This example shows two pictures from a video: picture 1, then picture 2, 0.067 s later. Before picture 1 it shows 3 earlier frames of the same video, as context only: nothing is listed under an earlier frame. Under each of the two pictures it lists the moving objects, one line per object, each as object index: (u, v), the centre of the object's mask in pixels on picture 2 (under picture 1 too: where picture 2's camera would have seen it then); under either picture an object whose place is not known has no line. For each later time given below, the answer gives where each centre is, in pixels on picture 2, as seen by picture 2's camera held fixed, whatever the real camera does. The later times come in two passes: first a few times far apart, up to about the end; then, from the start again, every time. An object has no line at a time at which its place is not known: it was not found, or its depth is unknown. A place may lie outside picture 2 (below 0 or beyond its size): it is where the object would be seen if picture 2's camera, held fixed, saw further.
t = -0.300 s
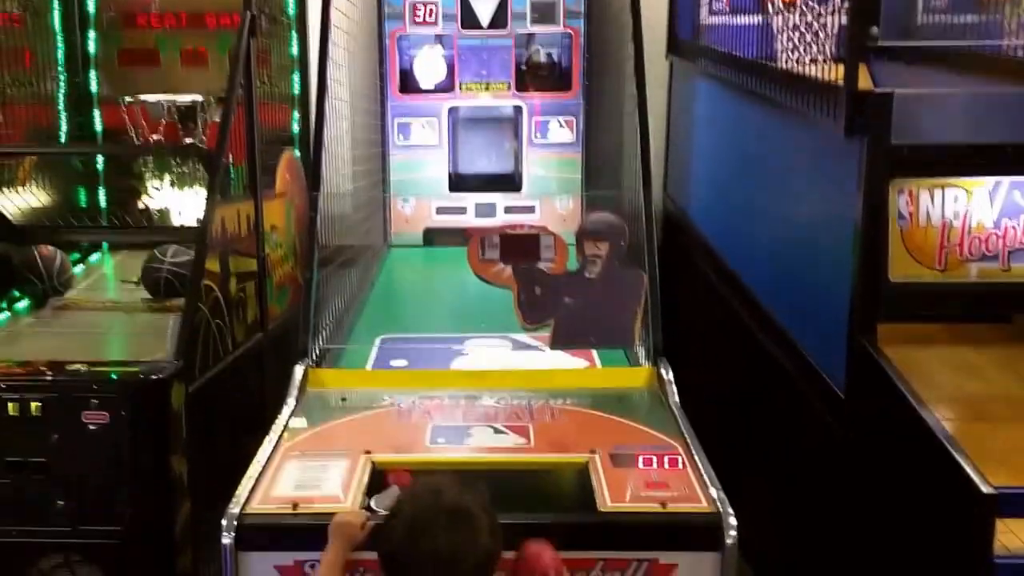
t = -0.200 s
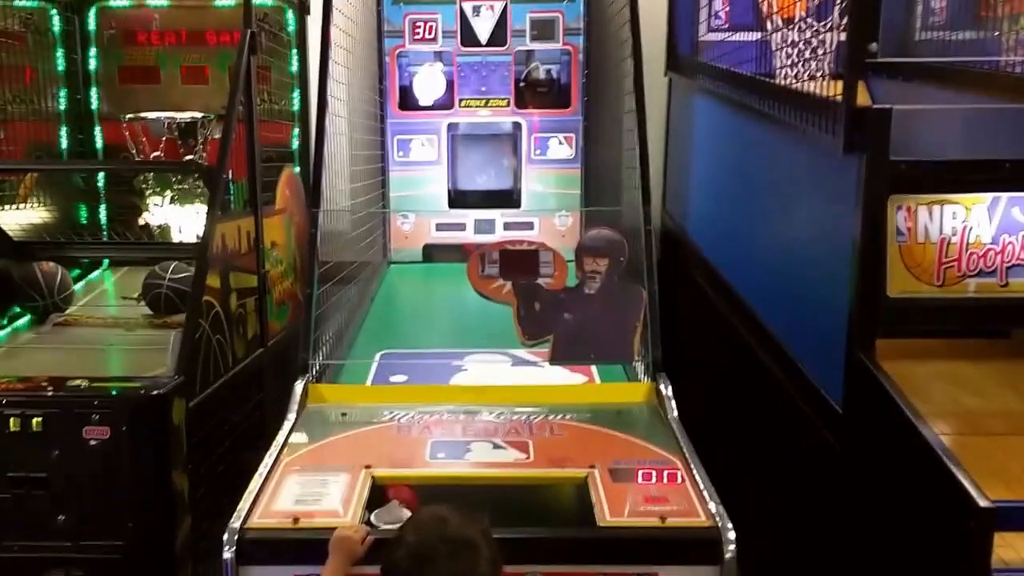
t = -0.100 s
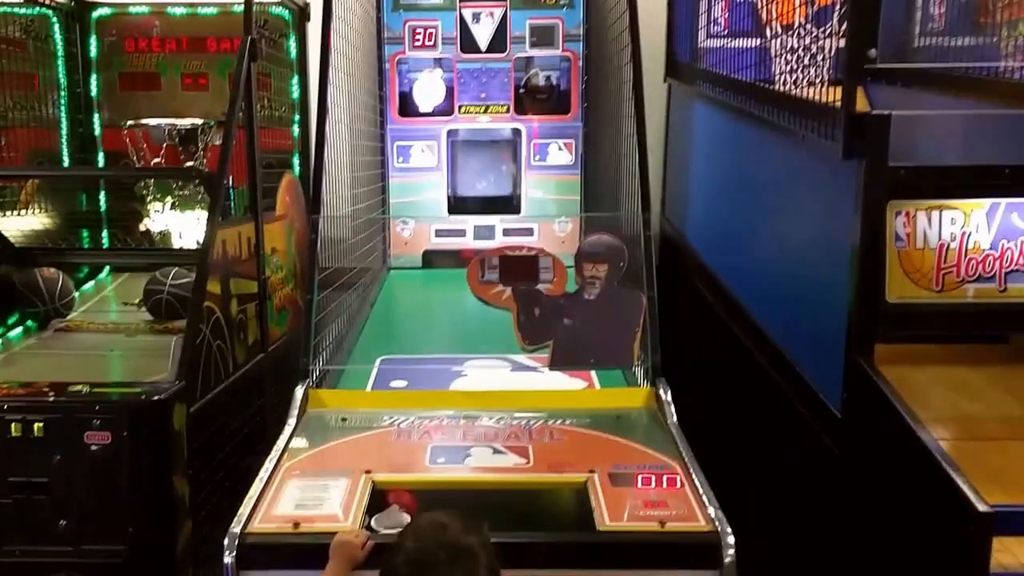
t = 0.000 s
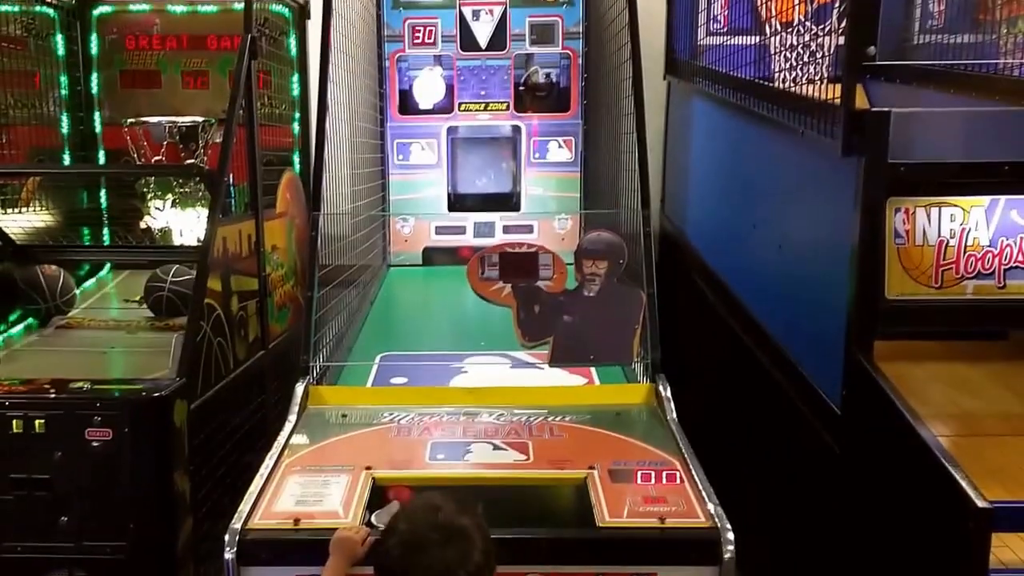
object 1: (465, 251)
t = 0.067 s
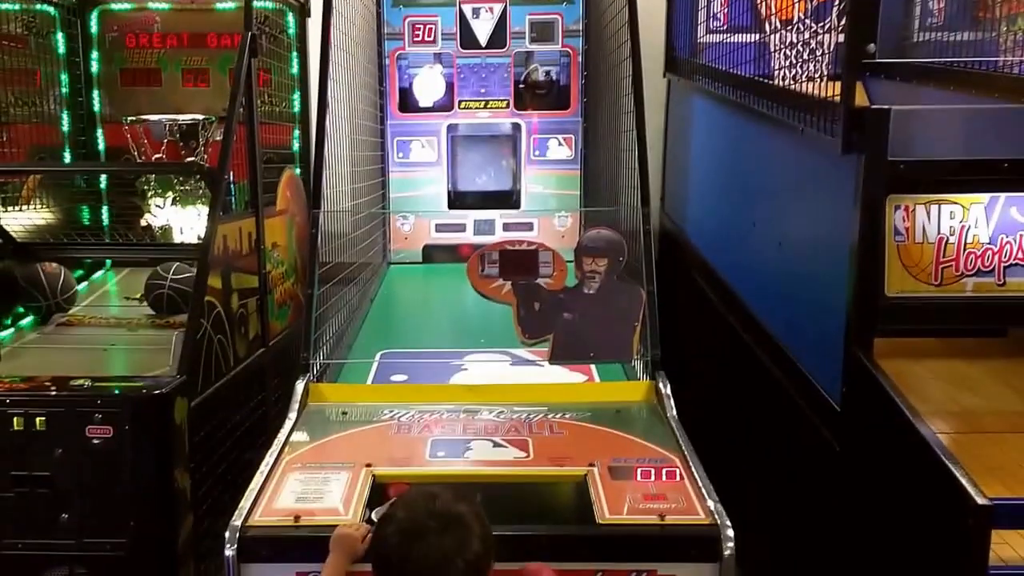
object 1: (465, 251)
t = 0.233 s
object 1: (460, 253)
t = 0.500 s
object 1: (451, 260)
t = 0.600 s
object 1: (446, 264)
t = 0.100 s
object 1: (464, 251)
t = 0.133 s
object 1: (462, 252)
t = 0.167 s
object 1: (462, 252)
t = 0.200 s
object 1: (461, 252)
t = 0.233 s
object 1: (460, 253)
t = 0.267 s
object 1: (459, 254)
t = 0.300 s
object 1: (457, 255)
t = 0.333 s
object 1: (457, 256)
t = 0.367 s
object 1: (456, 257)
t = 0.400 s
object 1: (454, 257)
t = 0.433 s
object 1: (454, 259)
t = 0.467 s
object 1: (453, 260)
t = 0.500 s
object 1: (451, 260)
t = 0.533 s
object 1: (450, 262)
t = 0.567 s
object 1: (448, 263)
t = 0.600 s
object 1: (446, 264)
